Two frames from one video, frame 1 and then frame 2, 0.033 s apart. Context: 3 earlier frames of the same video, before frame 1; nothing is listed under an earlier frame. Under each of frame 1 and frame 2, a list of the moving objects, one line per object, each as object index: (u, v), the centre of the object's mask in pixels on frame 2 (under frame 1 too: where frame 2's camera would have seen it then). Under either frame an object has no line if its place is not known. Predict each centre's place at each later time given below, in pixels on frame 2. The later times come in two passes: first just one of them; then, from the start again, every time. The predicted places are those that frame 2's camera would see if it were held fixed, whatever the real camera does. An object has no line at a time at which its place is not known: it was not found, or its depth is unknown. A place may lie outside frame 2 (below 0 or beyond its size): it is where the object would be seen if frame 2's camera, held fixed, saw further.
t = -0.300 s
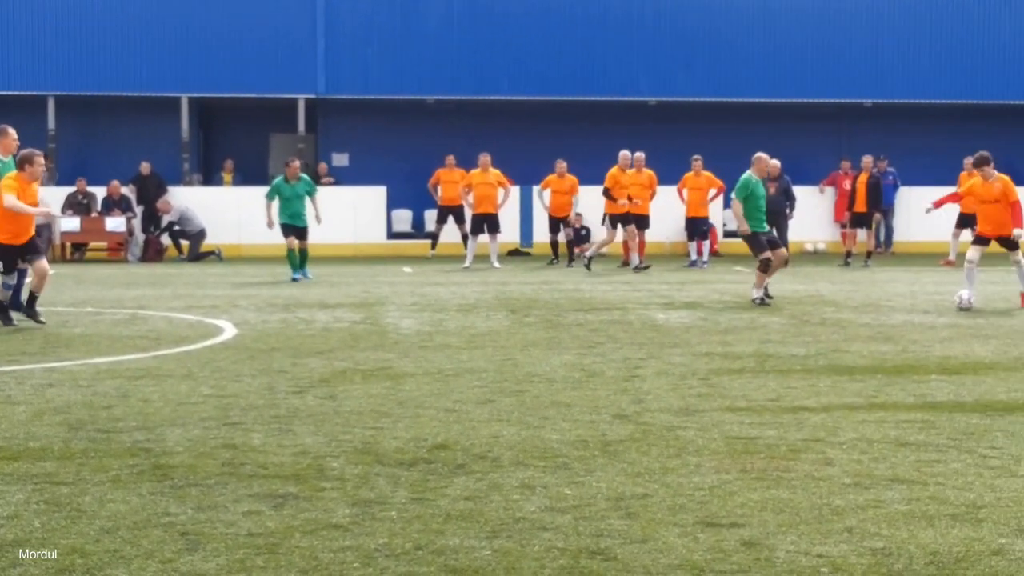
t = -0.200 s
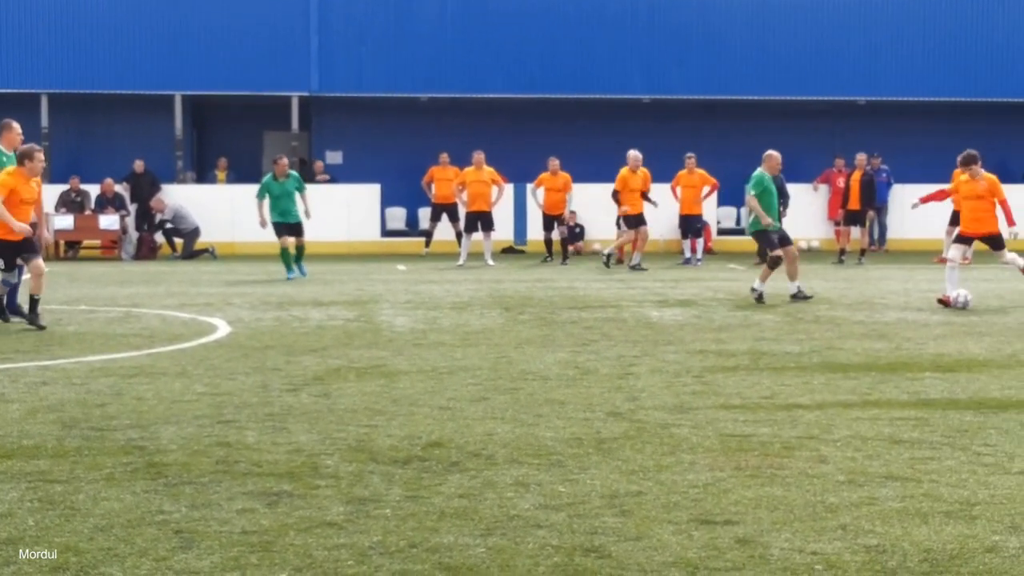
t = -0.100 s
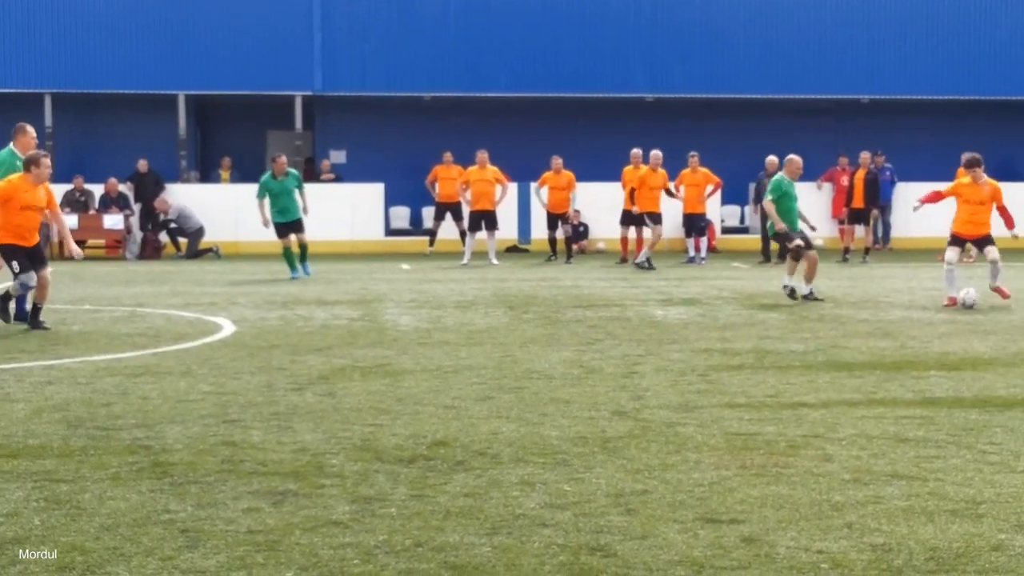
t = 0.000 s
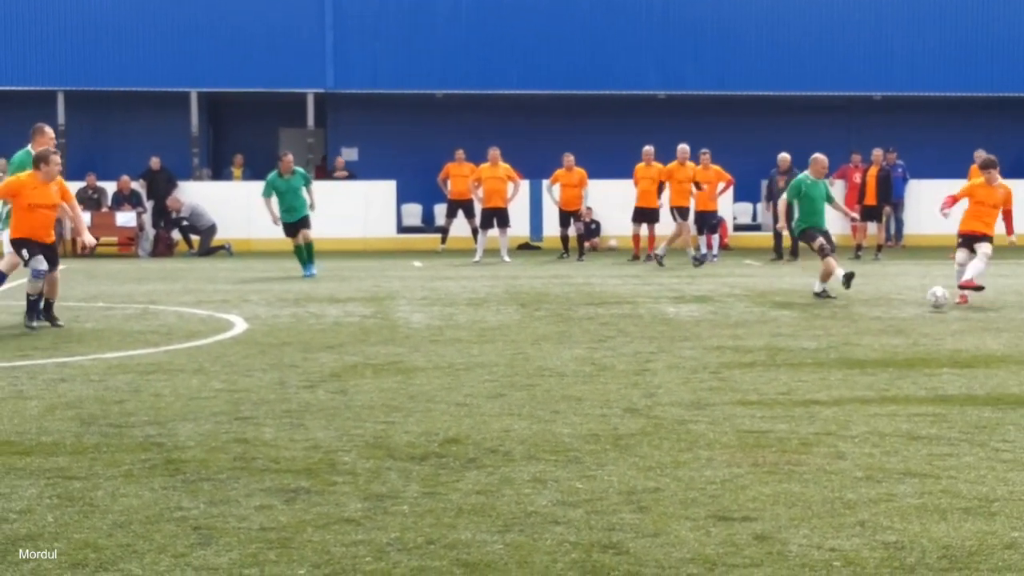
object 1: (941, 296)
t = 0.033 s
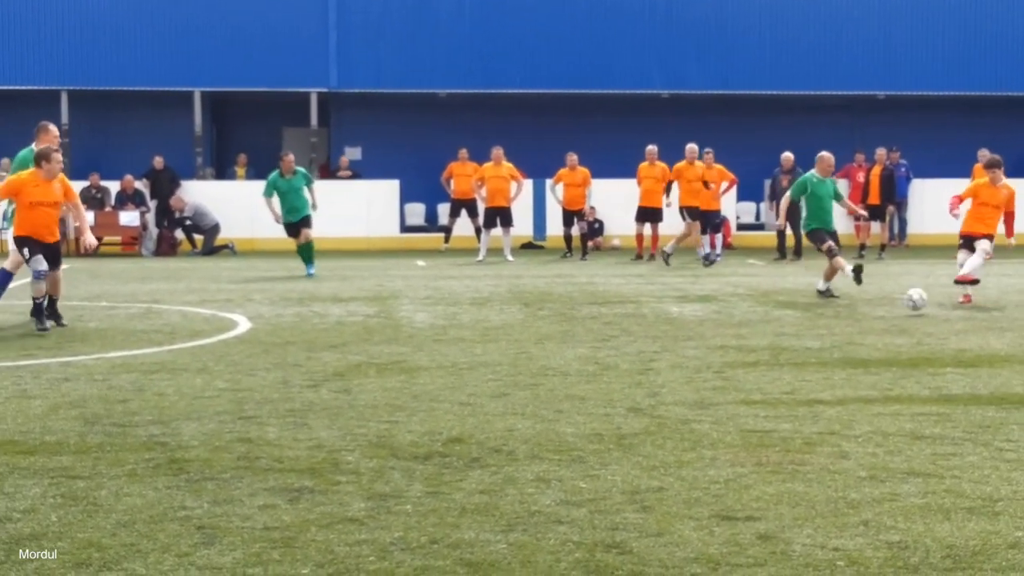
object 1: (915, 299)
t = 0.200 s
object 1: (777, 319)
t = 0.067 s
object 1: (889, 303)
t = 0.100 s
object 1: (861, 308)
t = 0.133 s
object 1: (833, 314)
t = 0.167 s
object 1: (806, 317)
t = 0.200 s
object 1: (777, 319)
